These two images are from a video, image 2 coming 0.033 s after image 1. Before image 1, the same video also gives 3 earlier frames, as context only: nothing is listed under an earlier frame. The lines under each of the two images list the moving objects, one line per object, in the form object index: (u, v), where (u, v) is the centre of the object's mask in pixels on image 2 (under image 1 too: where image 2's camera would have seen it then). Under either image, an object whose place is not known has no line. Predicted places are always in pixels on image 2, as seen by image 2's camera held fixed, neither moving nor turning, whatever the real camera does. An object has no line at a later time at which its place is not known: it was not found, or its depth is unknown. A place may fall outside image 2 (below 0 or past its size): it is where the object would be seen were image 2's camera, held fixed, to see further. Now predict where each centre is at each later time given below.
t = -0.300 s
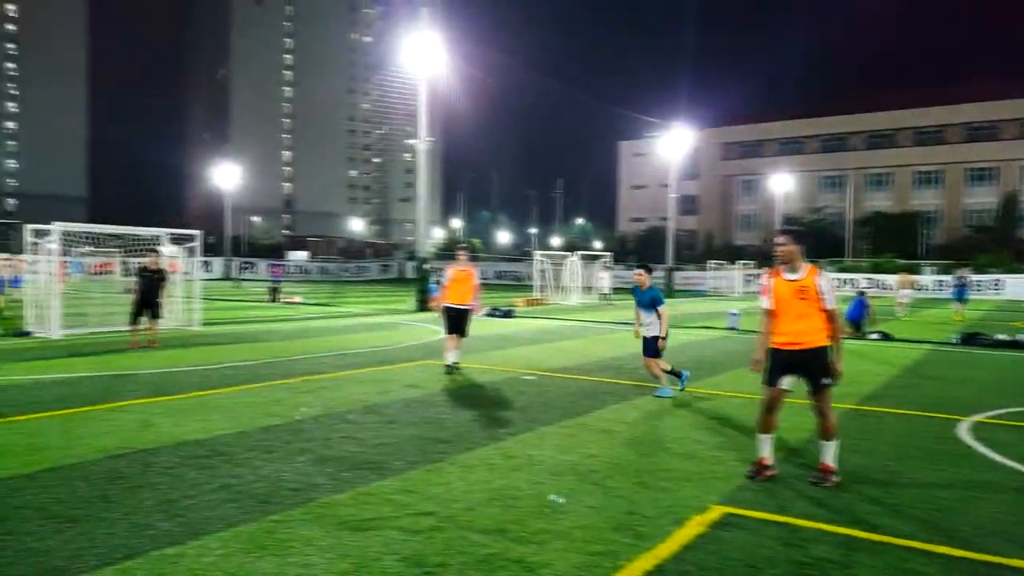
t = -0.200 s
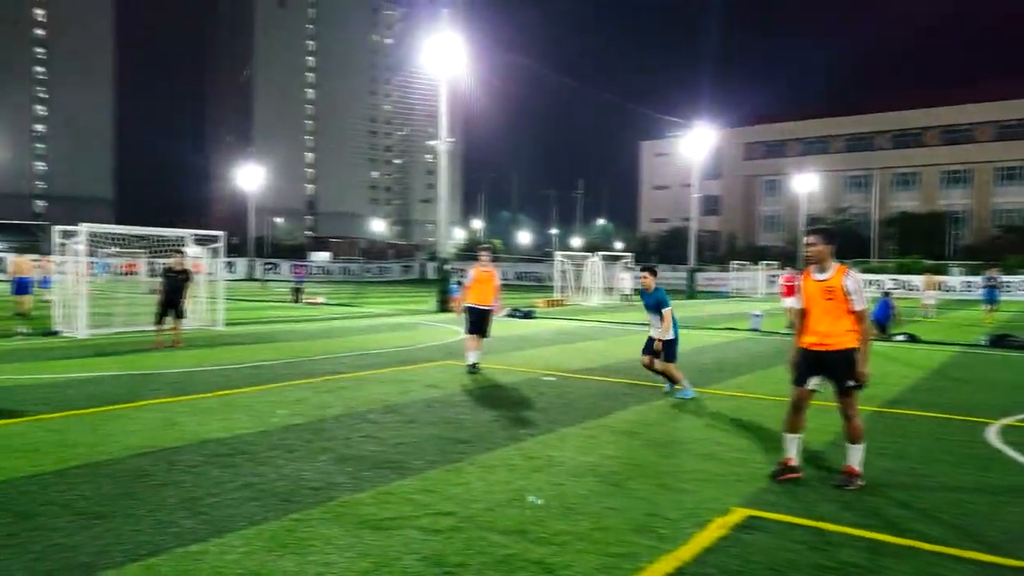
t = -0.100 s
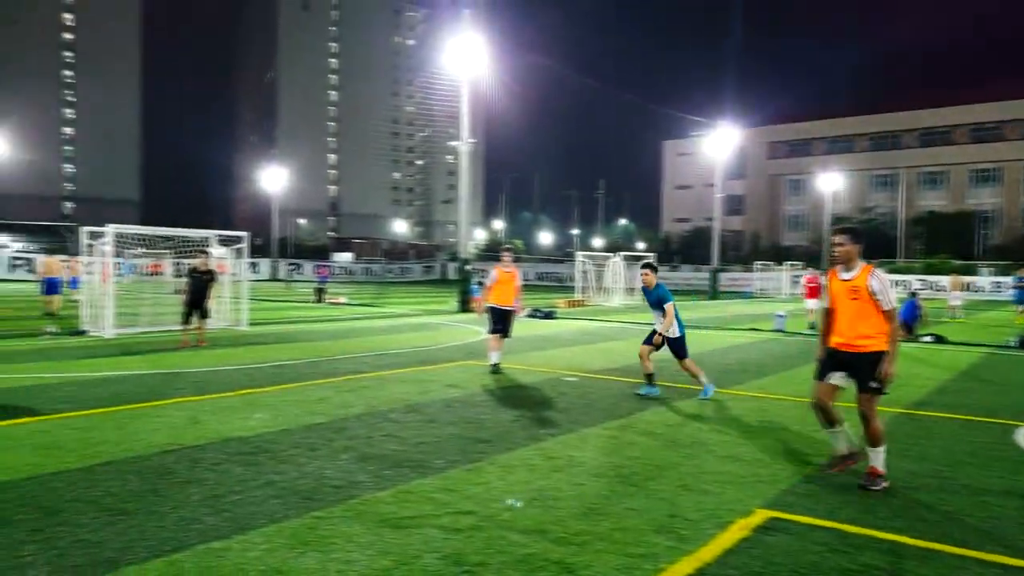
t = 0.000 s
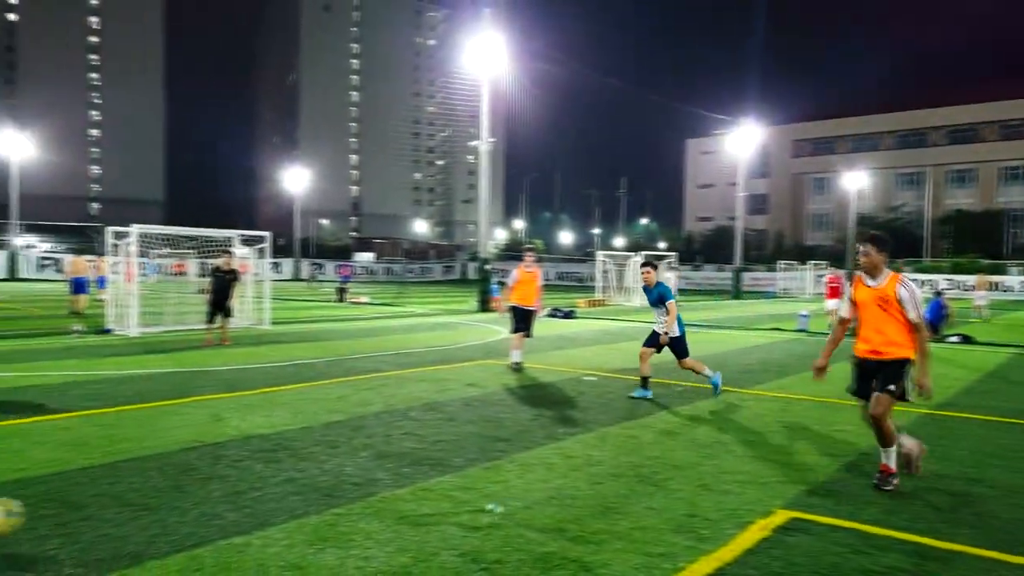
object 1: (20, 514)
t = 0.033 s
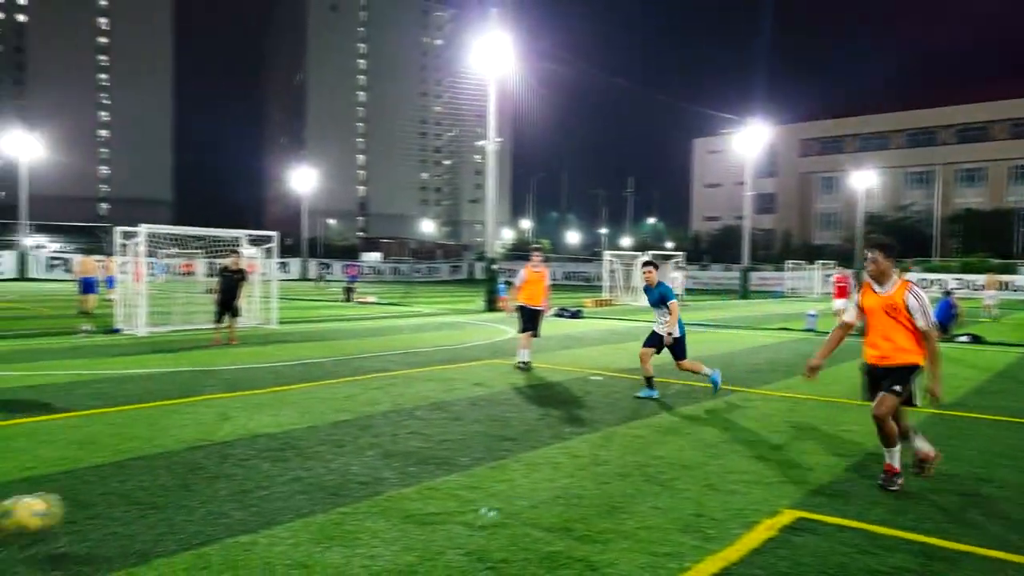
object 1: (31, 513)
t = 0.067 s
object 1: (62, 511)
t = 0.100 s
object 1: (92, 509)
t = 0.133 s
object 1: (124, 512)
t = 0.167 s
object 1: (156, 516)
